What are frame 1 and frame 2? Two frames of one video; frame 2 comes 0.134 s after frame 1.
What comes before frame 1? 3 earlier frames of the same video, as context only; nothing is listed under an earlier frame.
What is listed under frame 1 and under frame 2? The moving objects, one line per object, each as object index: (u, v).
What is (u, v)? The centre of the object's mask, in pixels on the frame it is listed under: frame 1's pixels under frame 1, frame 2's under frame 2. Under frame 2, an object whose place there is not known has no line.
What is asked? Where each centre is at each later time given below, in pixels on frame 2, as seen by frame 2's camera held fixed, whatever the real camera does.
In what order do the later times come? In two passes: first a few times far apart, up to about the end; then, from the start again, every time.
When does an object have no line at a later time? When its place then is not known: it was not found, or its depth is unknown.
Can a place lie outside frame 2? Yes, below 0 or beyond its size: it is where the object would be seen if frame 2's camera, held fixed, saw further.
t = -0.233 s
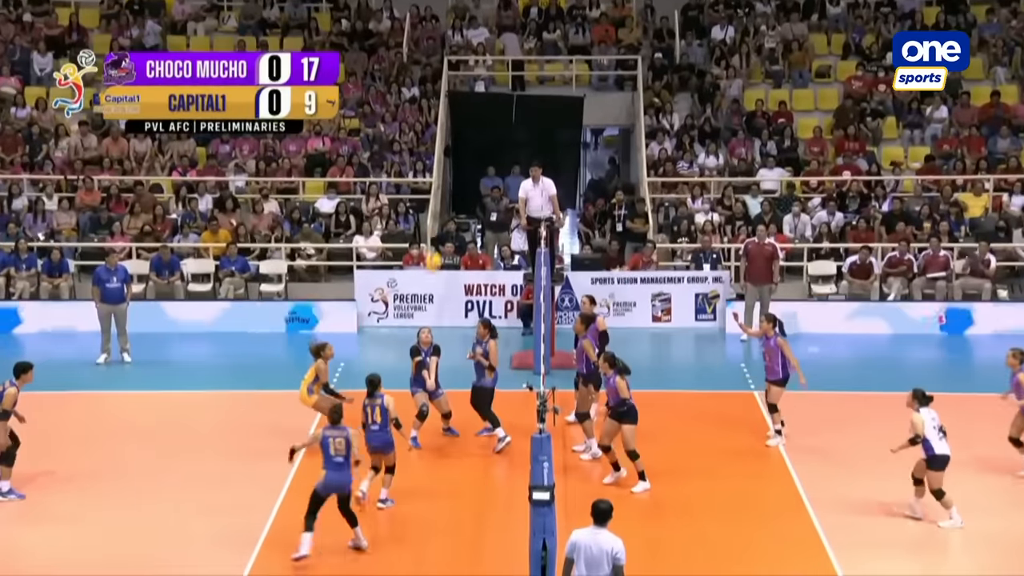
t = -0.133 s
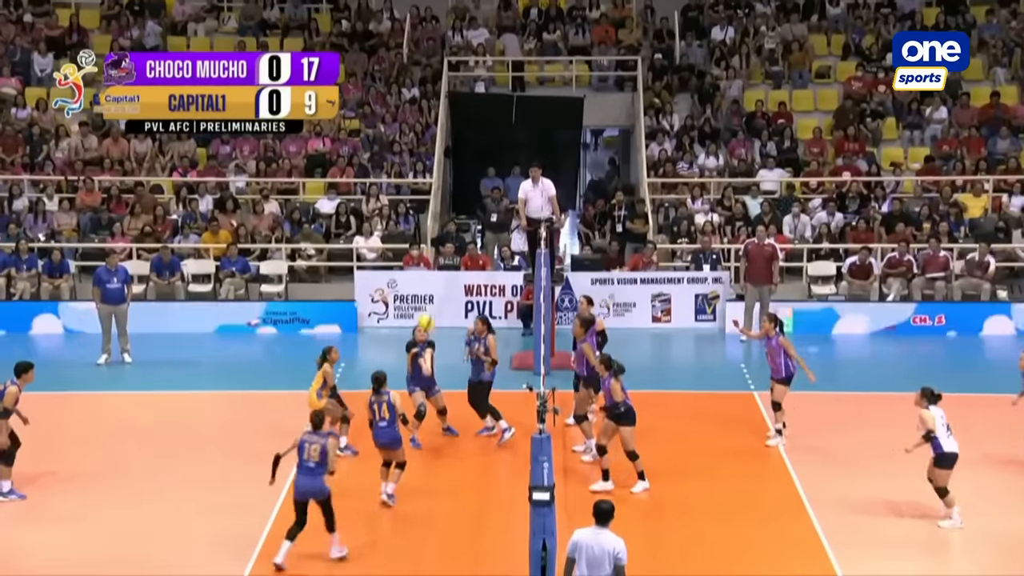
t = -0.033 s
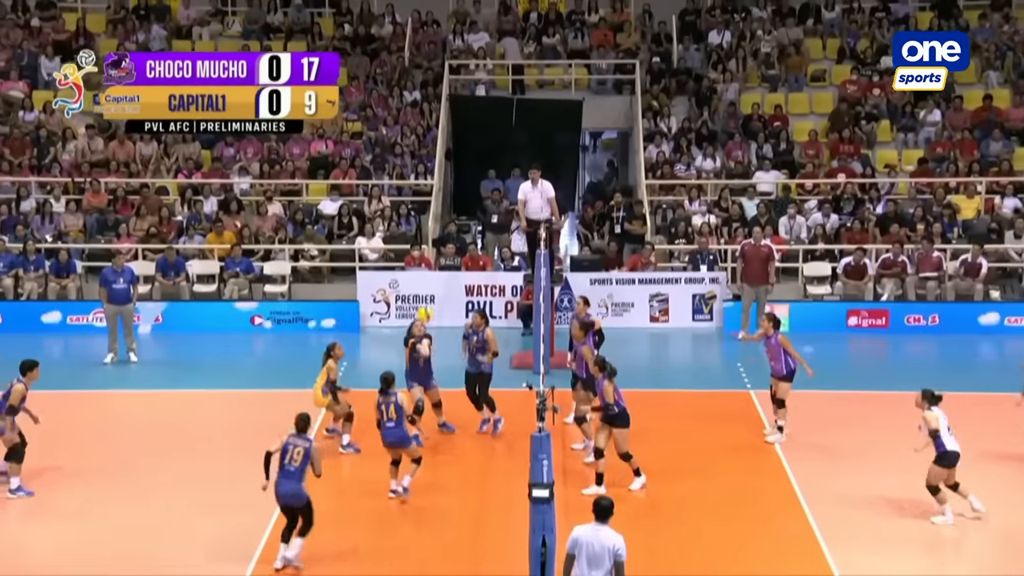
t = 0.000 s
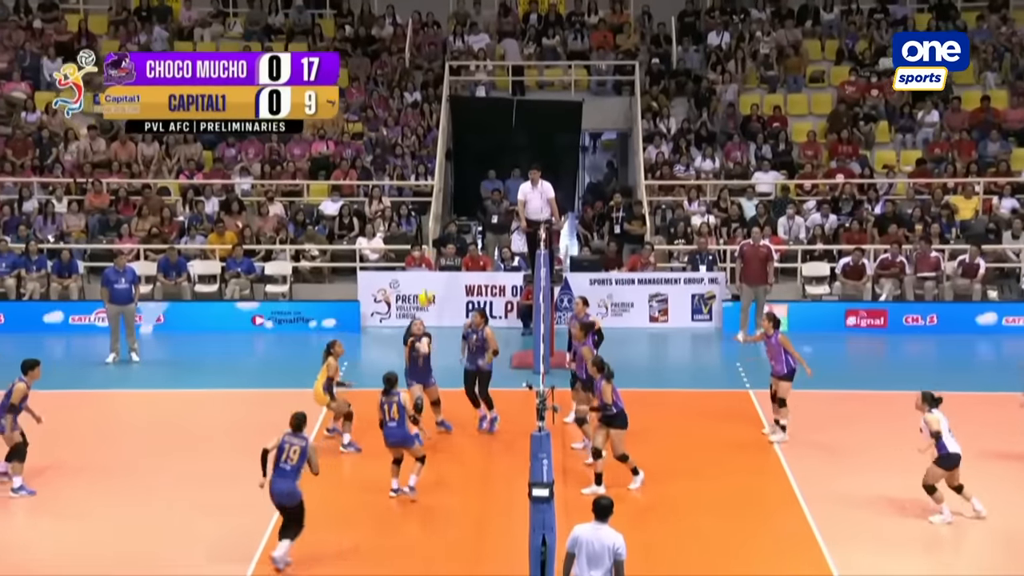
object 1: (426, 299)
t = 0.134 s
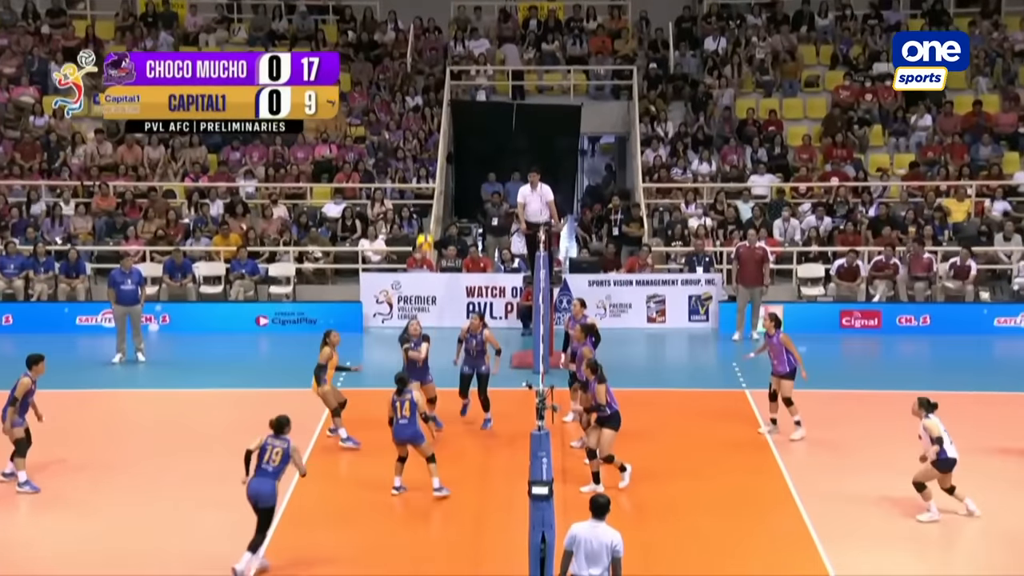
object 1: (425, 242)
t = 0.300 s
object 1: (423, 191)
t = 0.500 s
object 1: (421, 157)
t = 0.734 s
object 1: (420, 158)
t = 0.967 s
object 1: (419, 203)
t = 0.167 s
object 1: (424, 231)
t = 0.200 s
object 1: (423, 219)
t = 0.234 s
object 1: (423, 209)
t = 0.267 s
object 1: (422, 199)
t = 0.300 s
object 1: (423, 191)
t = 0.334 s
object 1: (422, 183)
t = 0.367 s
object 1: (422, 176)
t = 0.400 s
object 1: (422, 170)
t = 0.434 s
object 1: (421, 165)
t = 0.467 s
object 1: (421, 160)
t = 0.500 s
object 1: (421, 157)
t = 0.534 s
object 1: (420, 154)
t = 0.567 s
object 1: (420, 153)
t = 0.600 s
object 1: (420, 153)
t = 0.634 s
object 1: (420, 153)
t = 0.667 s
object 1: (420, 154)
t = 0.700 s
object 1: (420, 155)
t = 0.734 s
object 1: (420, 158)
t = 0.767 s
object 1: (420, 161)
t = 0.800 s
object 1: (420, 166)
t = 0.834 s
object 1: (420, 171)
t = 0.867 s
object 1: (420, 177)
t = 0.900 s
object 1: (420, 185)
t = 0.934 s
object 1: (420, 193)
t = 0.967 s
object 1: (419, 203)
